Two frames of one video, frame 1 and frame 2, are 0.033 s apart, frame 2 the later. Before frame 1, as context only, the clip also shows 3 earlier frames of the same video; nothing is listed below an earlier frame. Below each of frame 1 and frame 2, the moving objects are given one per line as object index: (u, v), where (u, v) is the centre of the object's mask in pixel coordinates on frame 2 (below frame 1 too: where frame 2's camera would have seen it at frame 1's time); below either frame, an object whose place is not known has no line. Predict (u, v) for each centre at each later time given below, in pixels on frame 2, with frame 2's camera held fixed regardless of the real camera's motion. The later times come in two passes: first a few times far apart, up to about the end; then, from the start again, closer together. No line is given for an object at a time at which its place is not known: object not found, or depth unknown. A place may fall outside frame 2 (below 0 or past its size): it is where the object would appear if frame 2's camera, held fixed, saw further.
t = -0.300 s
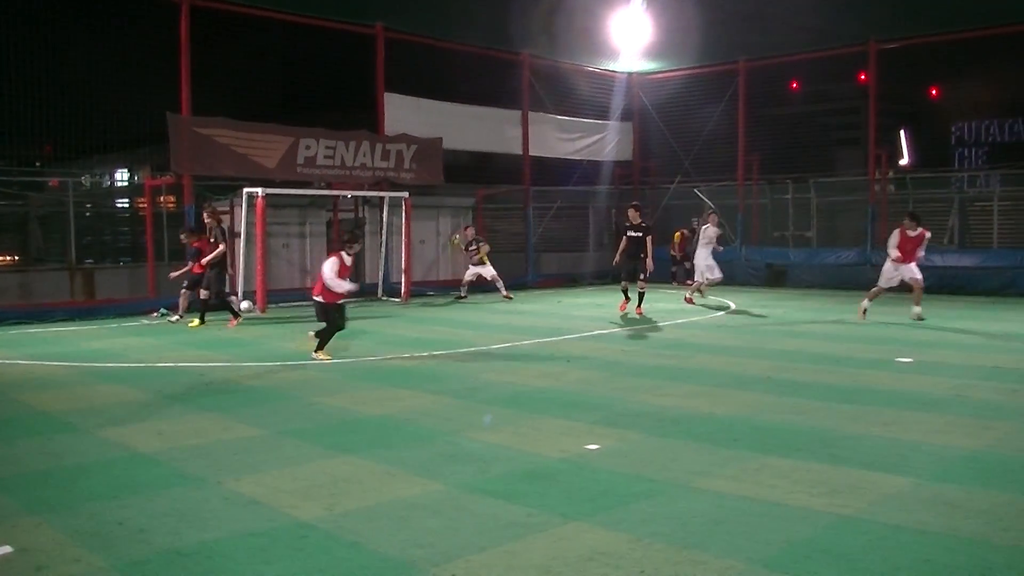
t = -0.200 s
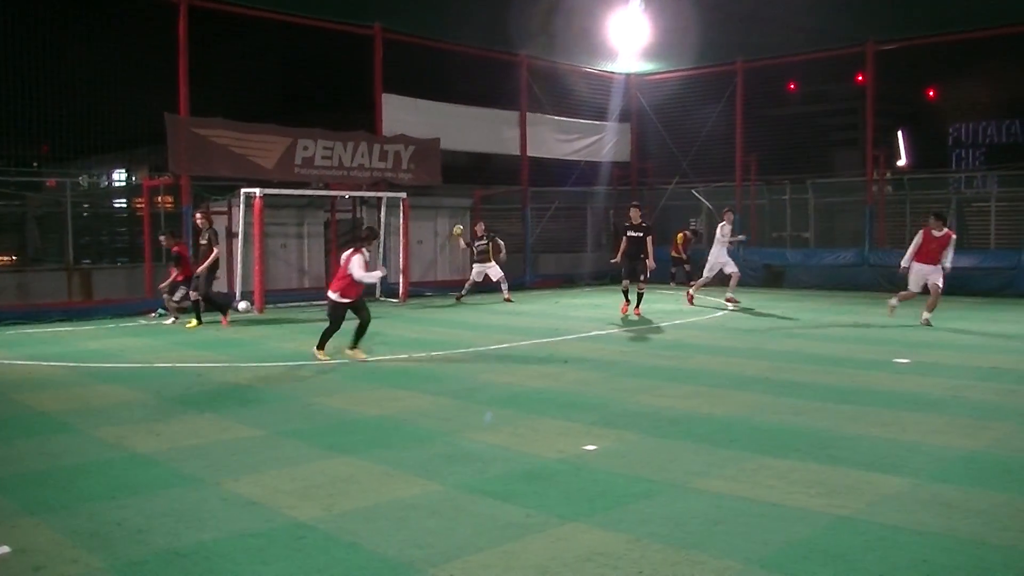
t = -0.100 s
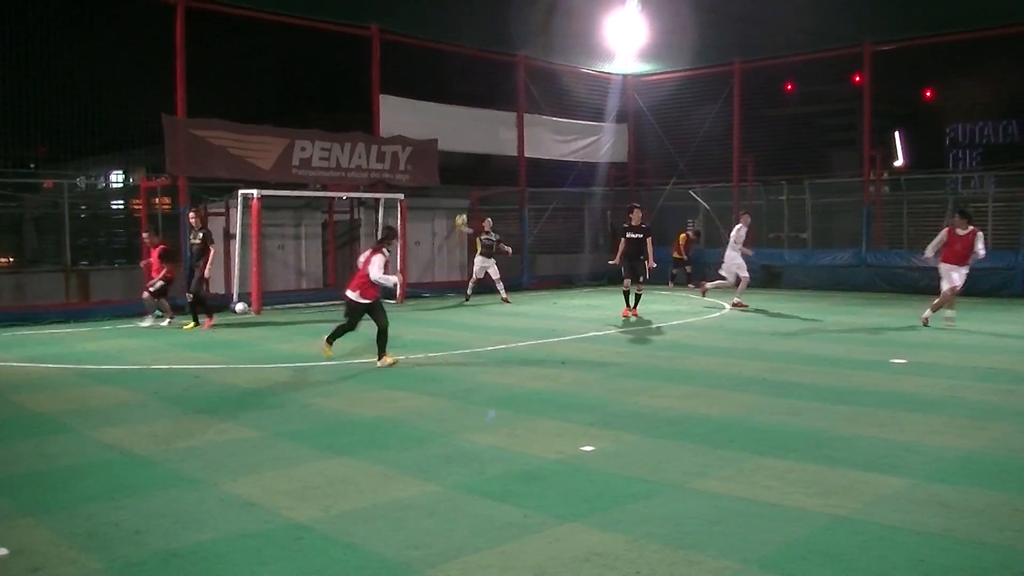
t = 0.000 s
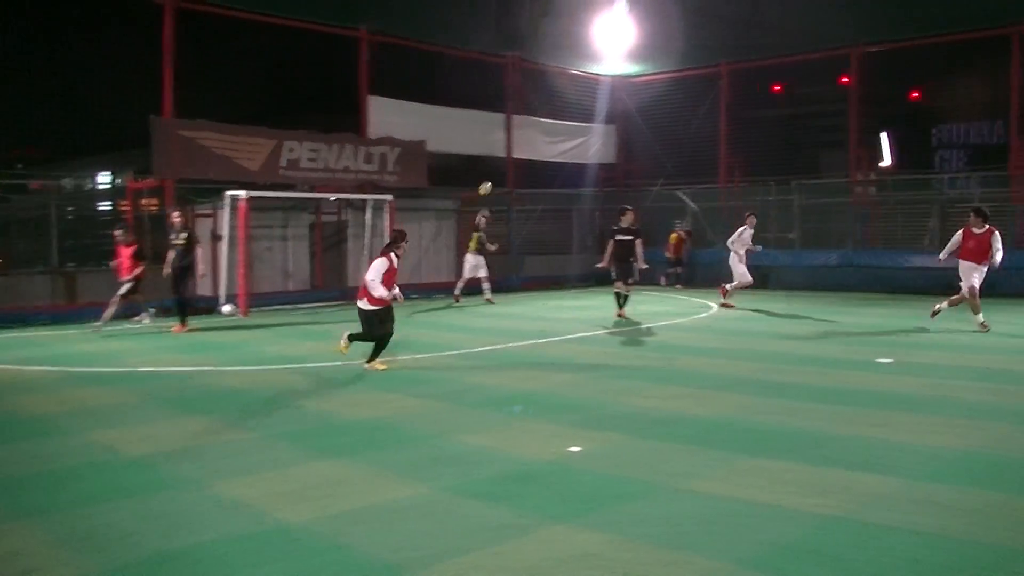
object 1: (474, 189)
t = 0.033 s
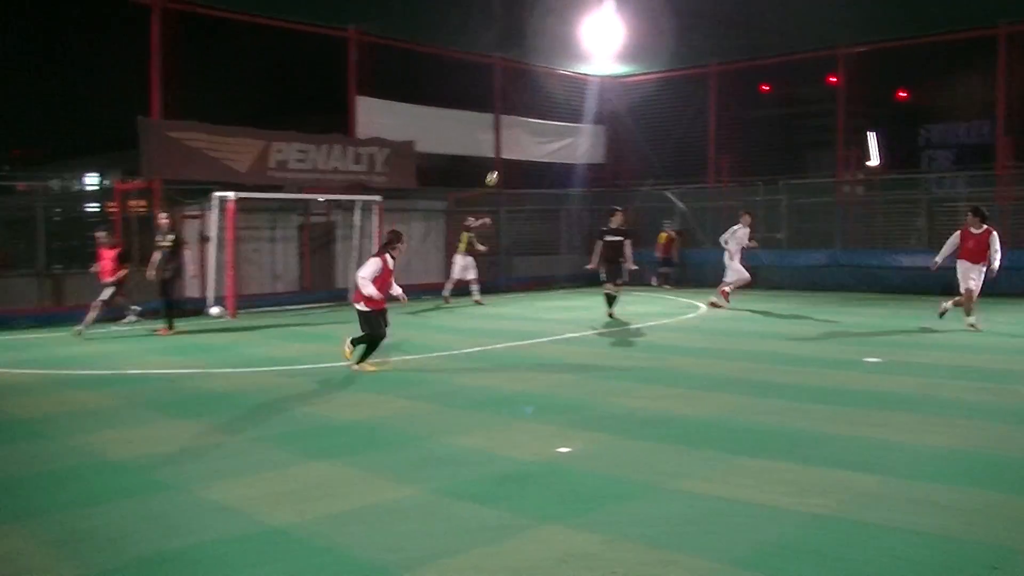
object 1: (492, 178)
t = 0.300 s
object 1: (657, 101)
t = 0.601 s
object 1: (901, 34)
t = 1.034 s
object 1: (1481, 32)
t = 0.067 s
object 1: (510, 168)
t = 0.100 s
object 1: (530, 159)
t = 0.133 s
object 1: (551, 146)
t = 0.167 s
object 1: (571, 137)
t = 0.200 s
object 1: (592, 126)
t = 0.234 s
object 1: (613, 119)
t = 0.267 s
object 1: (635, 109)
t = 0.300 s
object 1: (657, 101)
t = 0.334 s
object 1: (681, 92)
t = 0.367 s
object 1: (704, 83)
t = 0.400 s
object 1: (729, 75)
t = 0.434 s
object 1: (755, 67)
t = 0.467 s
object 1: (781, 60)
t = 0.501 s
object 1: (809, 52)
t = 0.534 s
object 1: (839, 46)
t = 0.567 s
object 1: (869, 39)
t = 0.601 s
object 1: (901, 34)
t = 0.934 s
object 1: (1312, 16)
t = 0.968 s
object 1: (1367, 19)
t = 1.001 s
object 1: (1423, 26)
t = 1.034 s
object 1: (1481, 32)
